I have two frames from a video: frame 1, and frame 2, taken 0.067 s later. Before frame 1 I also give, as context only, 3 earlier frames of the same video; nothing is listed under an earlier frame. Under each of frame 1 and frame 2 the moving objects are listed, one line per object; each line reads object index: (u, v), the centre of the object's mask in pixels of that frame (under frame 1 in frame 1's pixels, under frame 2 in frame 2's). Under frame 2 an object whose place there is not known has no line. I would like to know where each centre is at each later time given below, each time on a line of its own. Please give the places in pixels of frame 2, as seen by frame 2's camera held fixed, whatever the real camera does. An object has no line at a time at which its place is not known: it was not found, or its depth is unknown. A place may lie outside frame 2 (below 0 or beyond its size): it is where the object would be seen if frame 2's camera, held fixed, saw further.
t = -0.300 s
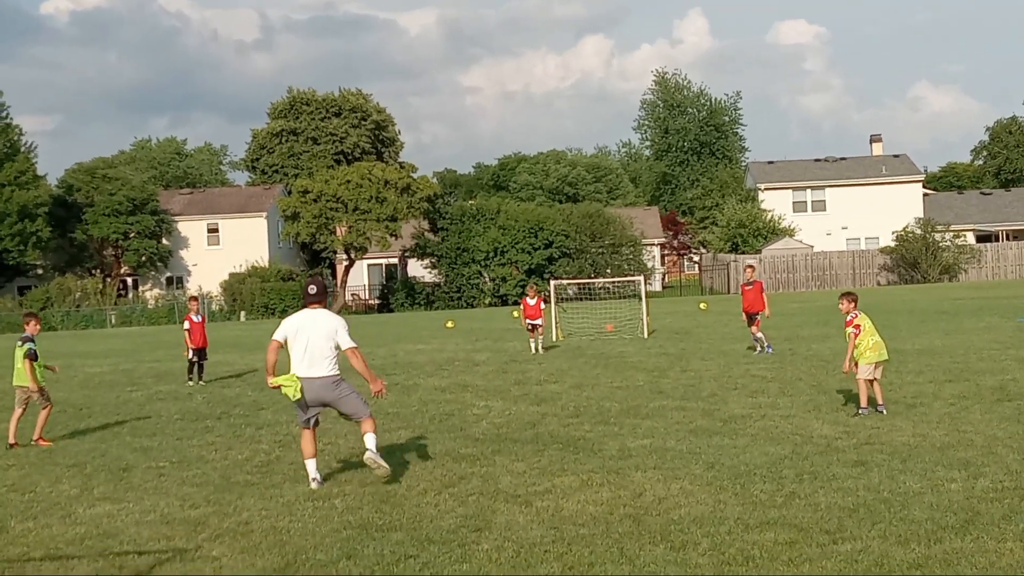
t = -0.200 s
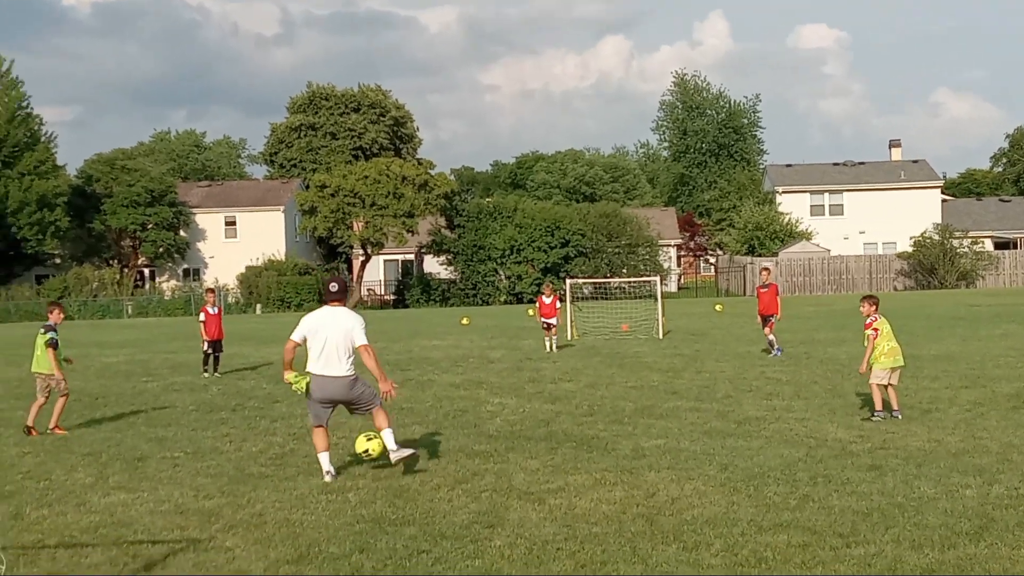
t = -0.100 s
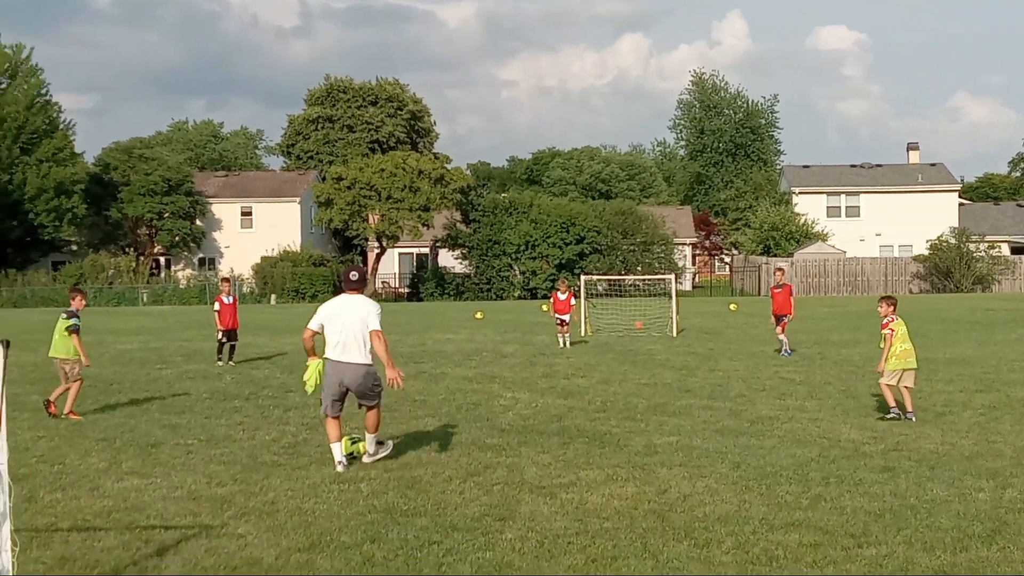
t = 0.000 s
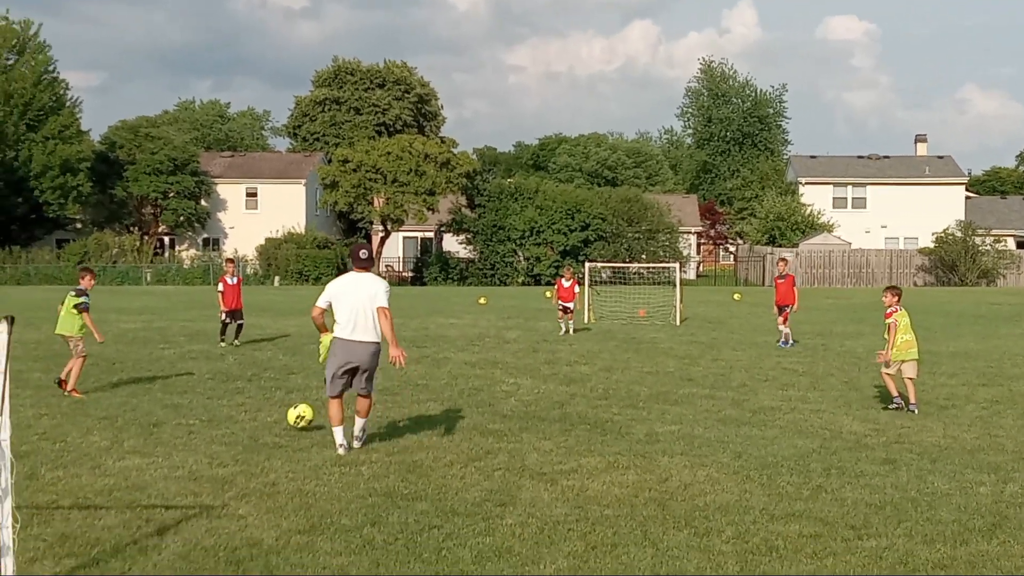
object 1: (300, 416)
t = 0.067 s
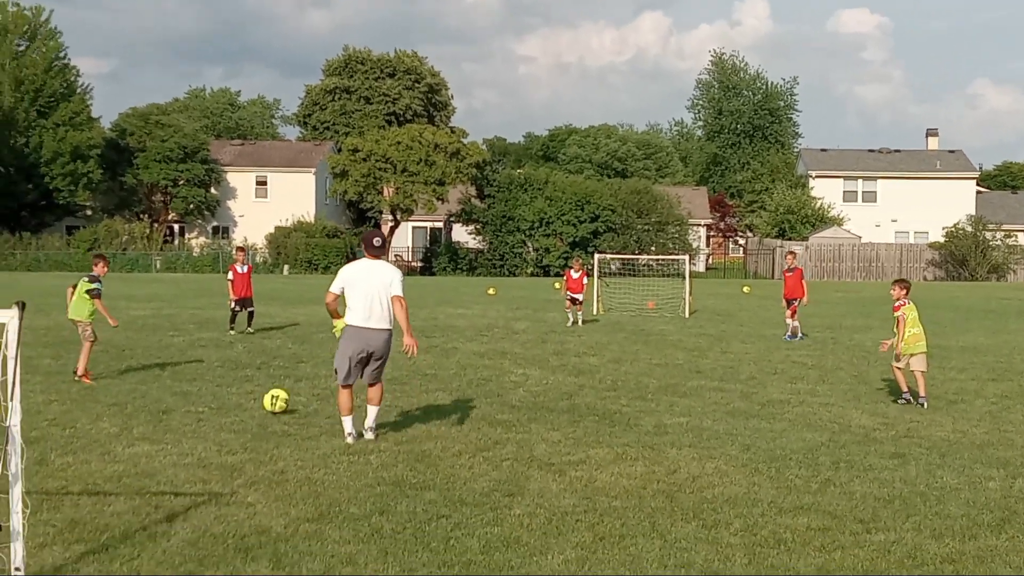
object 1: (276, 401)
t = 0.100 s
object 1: (260, 400)
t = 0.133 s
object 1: (244, 401)
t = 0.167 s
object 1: (233, 398)
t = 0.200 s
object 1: (222, 393)
